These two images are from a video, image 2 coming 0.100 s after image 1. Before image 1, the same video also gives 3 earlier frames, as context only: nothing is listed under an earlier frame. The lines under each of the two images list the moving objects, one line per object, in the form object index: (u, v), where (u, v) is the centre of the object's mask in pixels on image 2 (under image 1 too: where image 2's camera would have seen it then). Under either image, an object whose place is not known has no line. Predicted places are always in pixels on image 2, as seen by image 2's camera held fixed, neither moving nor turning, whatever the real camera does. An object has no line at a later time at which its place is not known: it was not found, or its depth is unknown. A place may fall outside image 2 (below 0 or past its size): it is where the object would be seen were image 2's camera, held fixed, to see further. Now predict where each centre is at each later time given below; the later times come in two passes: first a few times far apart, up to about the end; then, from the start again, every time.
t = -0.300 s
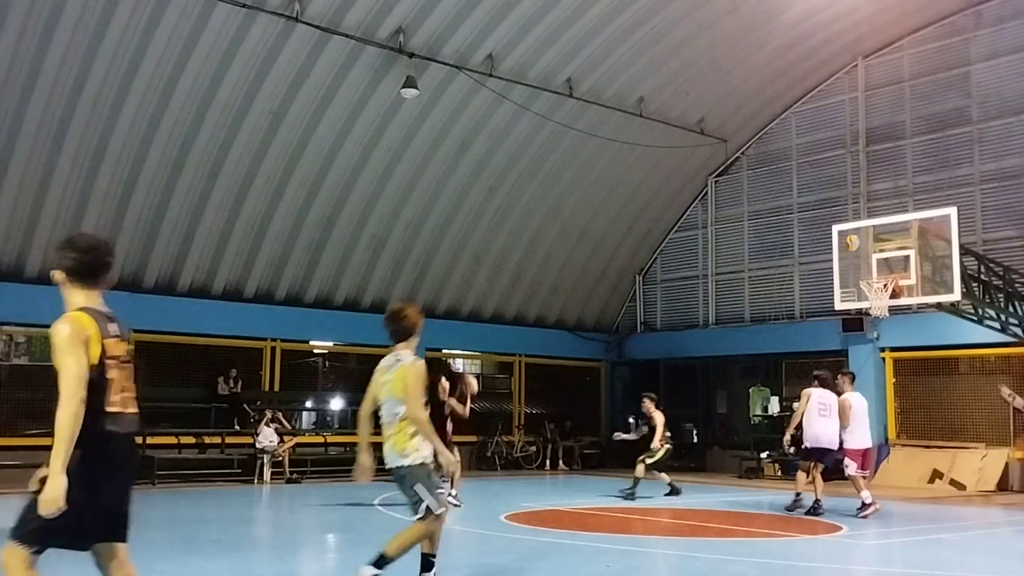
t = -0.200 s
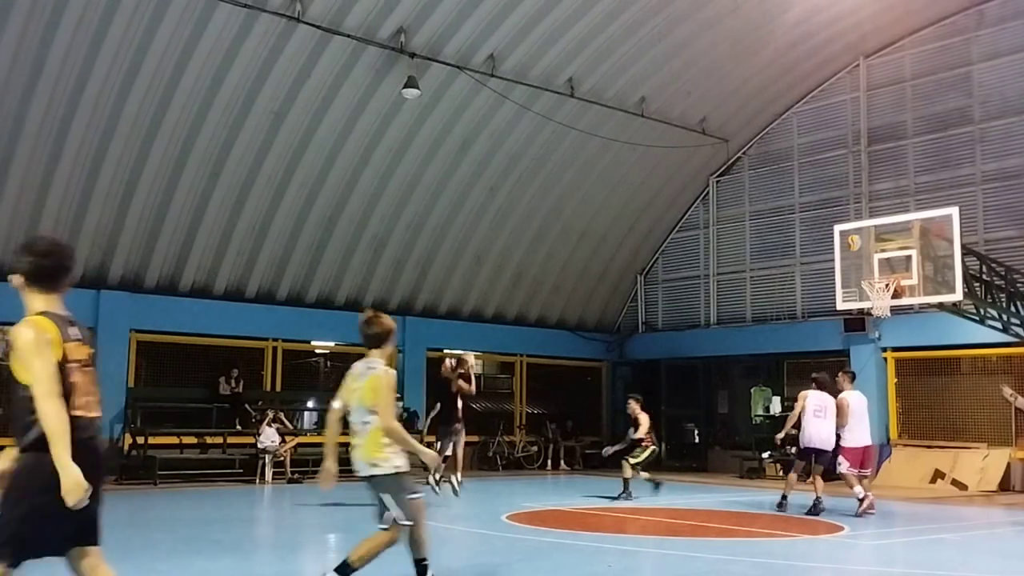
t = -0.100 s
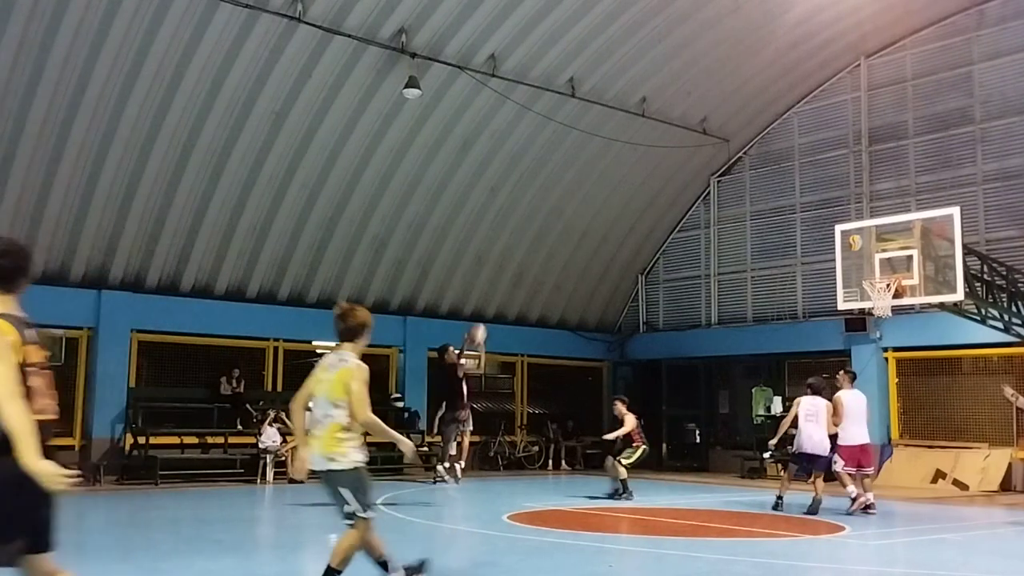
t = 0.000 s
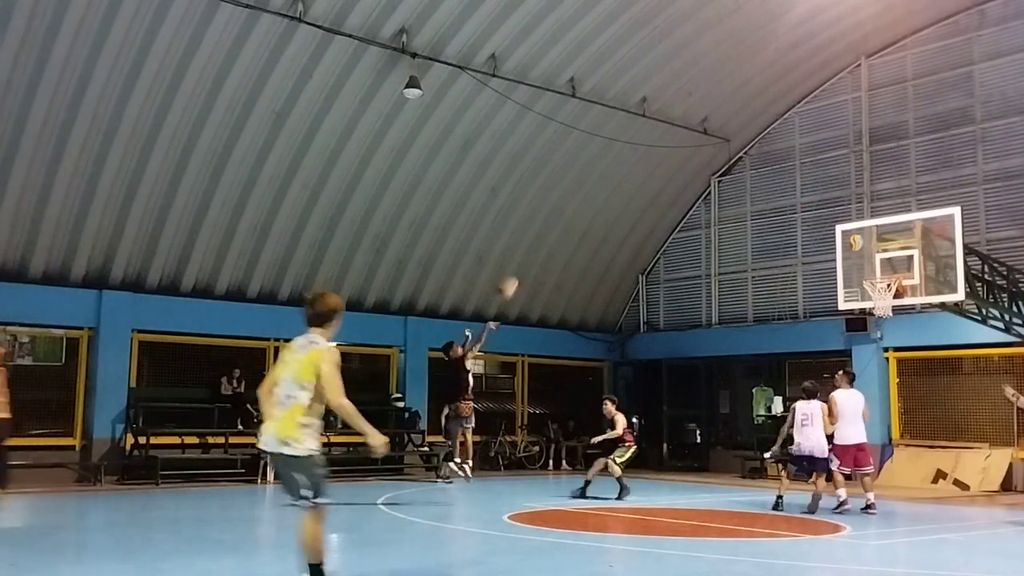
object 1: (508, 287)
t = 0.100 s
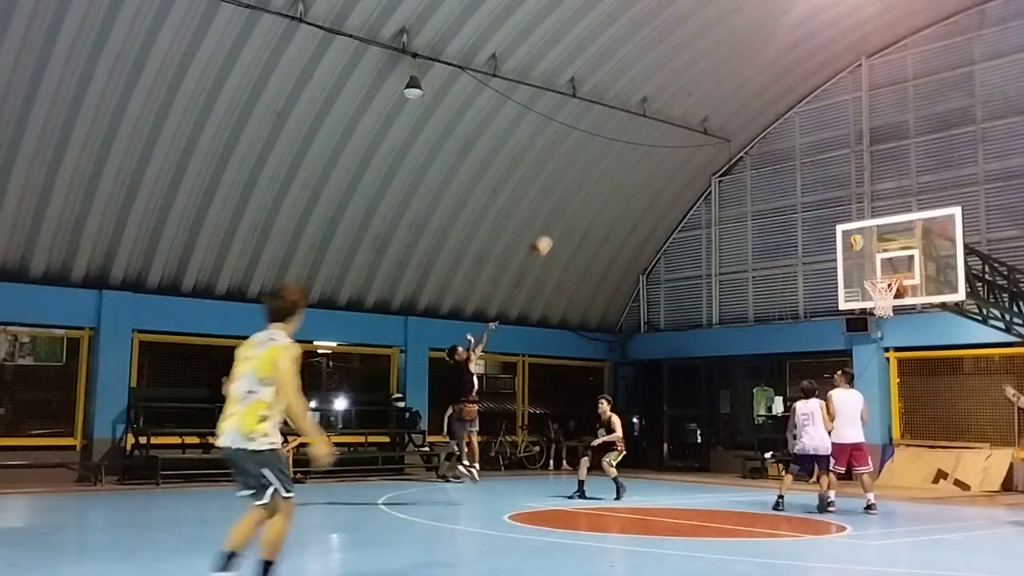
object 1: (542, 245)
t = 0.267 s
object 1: (595, 194)
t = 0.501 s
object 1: (665, 157)
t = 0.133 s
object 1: (552, 234)
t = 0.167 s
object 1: (564, 222)
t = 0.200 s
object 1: (573, 212)
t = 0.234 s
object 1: (583, 203)
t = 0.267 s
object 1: (595, 194)
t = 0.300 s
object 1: (605, 186)
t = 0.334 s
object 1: (614, 179)
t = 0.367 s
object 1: (625, 173)
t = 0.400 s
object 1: (635, 168)
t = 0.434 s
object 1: (645, 163)
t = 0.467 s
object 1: (655, 159)
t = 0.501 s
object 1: (665, 157)
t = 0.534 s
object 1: (675, 154)
